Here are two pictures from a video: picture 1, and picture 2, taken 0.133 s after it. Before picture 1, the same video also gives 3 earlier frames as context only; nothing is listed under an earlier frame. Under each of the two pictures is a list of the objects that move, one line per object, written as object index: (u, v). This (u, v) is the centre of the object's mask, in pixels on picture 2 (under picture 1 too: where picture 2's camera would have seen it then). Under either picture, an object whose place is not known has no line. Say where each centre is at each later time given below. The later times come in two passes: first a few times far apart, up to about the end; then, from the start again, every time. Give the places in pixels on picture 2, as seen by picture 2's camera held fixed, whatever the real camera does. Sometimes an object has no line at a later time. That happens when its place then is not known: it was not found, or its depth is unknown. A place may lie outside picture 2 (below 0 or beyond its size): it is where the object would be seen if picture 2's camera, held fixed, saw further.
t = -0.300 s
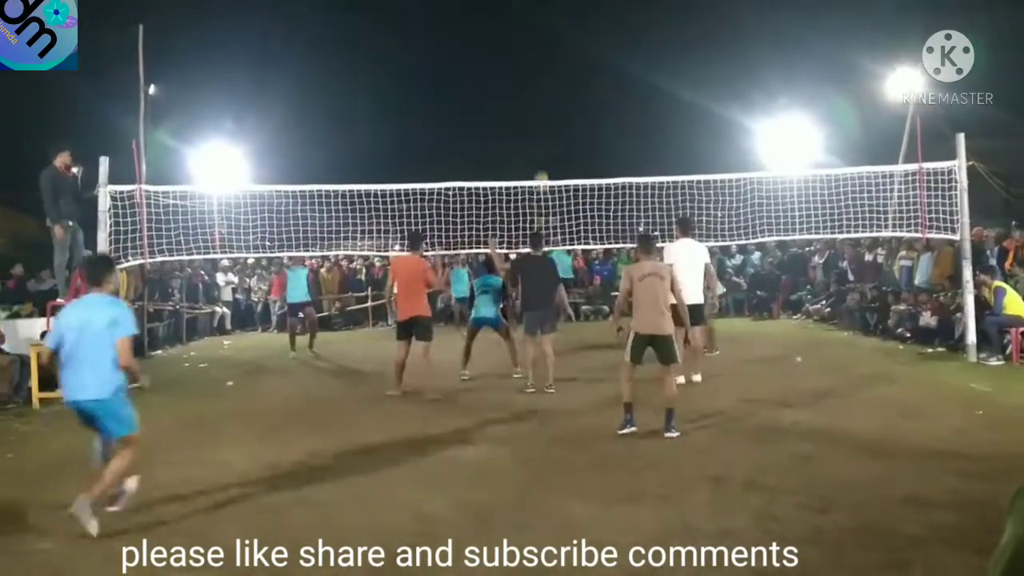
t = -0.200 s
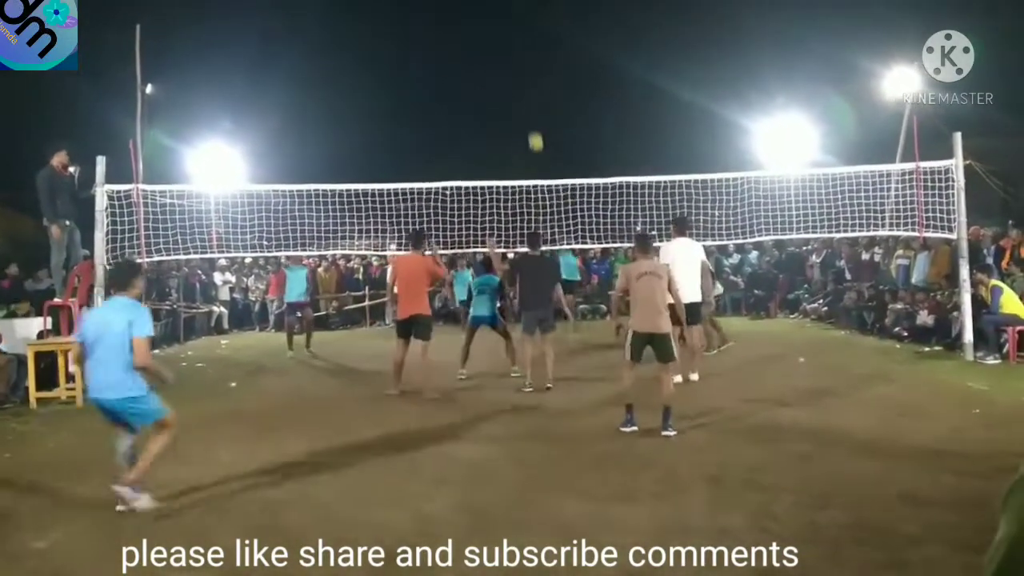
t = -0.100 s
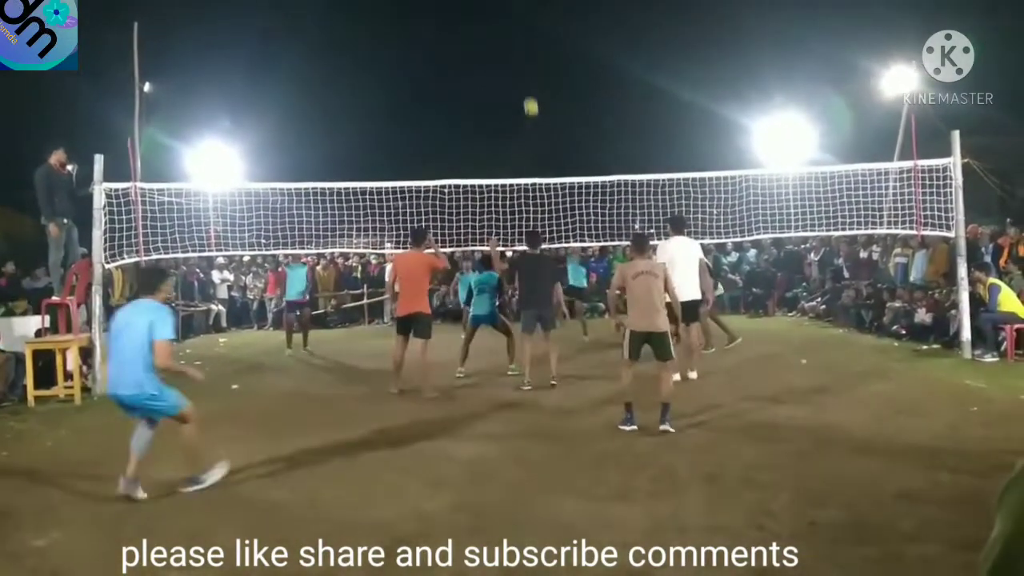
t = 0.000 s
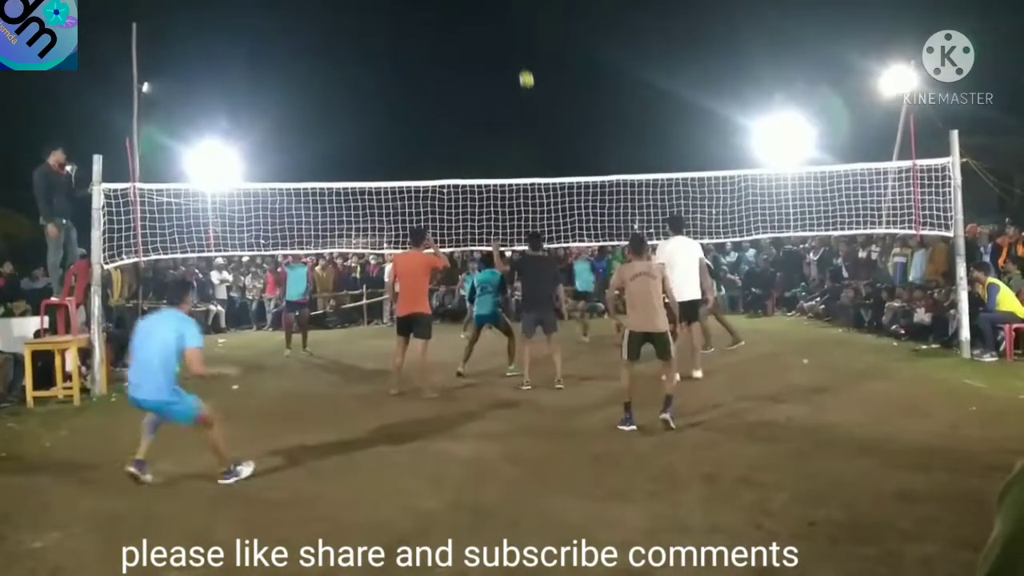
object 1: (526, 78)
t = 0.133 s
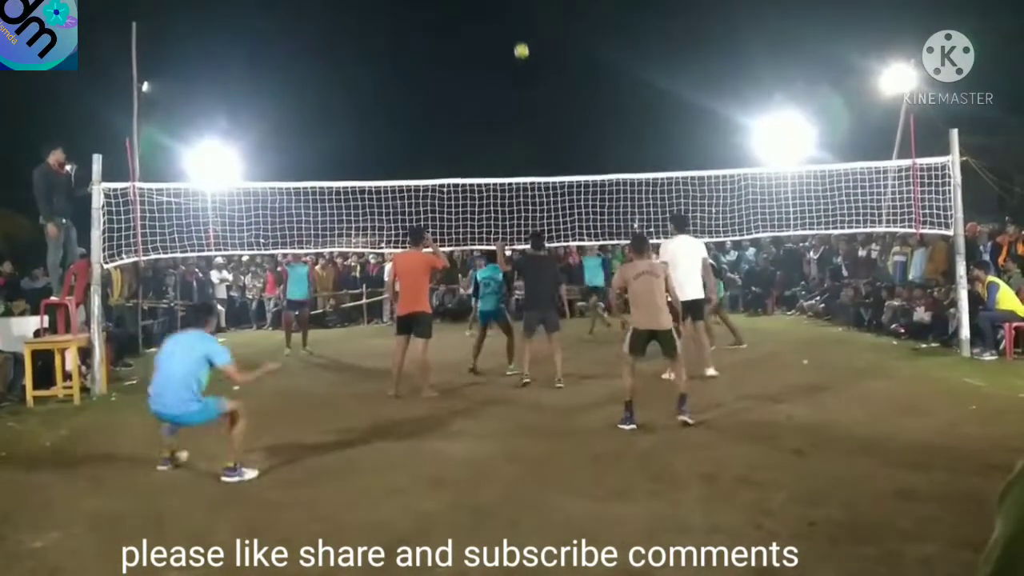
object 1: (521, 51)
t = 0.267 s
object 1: (516, 35)
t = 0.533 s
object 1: (509, 39)
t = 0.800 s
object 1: (503, 97)
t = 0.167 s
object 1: (520, 46)
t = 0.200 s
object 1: (519, 41)
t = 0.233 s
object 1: (518, 38)
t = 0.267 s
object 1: (516, 35)
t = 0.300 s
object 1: (516, 32)
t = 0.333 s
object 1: (514, 31)
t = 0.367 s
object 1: (514, 30)
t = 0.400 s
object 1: (512, 30)
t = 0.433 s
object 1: (512, 31)
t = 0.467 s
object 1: (511, 33)
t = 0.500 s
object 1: (510, 35)
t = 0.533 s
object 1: (509, 39)
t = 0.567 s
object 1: (508, 43)
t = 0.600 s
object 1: (507, 48)
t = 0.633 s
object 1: (507, 54)
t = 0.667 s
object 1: (506, 61)
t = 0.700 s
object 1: (505, 69)
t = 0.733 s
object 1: (505, 77)
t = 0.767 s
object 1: (504, 87)
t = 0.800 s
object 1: (503, 97)
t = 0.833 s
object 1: (503, 108)
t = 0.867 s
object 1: (502, 120)
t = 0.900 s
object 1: (501, 132)
